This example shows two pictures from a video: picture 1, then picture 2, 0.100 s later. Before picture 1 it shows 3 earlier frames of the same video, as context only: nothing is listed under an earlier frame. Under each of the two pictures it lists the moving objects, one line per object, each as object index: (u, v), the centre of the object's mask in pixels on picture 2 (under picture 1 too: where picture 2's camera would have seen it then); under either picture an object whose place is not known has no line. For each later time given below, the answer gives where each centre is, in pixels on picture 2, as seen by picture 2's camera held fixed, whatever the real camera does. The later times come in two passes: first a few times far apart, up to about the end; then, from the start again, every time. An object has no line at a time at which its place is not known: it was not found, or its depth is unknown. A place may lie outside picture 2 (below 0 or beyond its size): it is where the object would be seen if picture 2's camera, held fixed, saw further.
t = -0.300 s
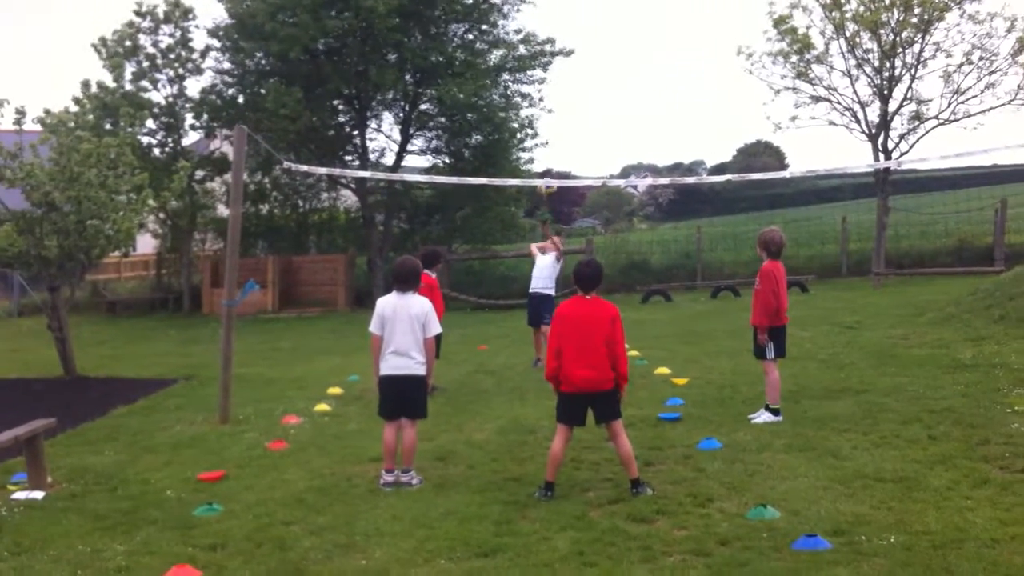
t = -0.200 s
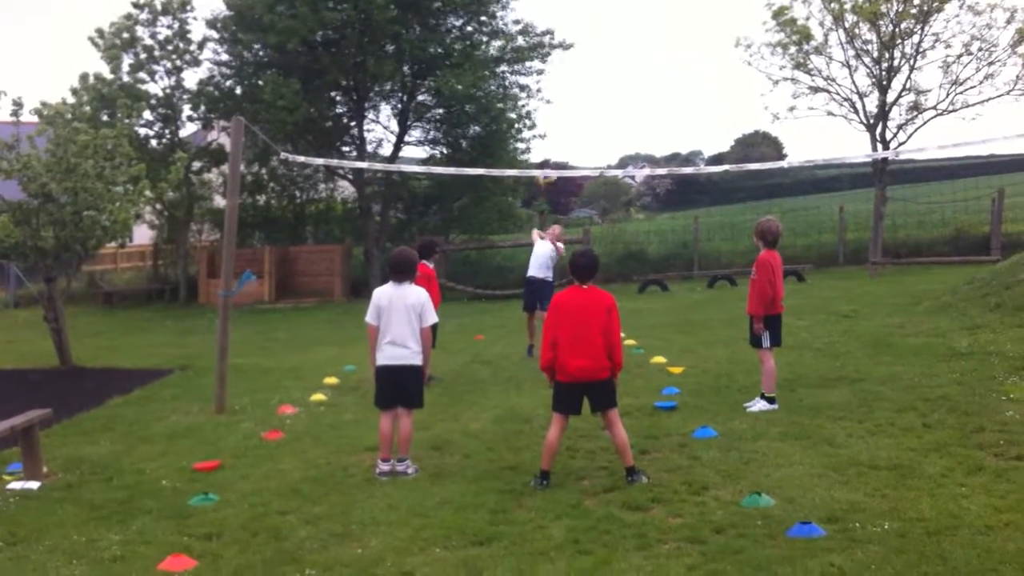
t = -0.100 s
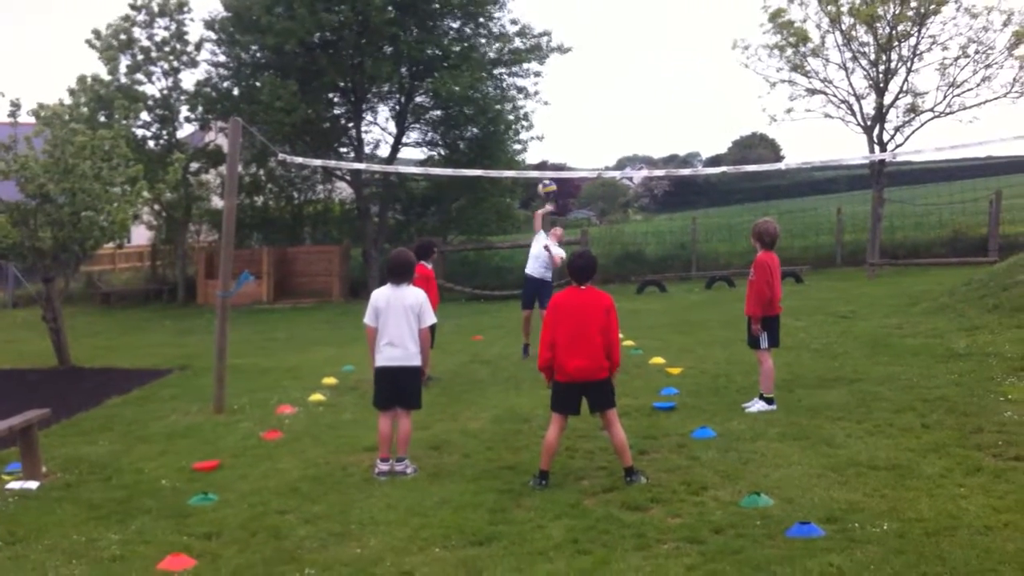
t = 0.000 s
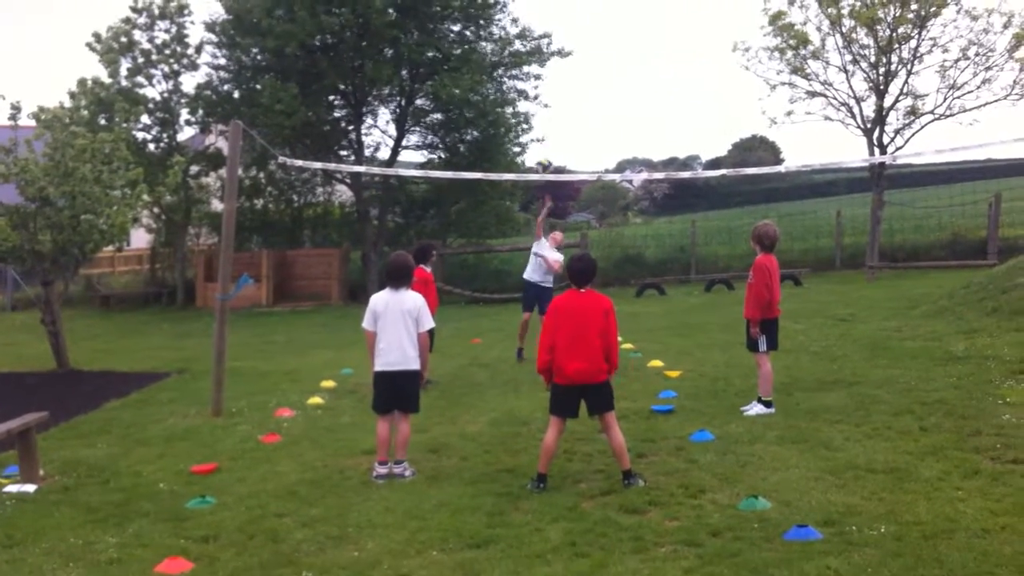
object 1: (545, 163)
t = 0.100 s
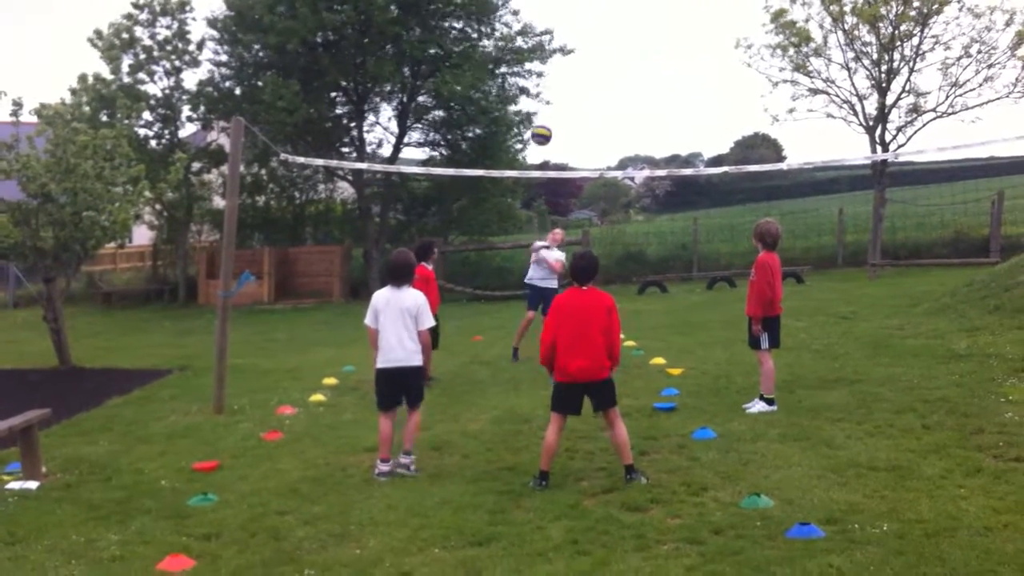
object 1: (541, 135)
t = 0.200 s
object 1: (536, 111)
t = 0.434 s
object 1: (525, 91)
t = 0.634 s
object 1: (505, 129)
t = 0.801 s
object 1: (476, 222)
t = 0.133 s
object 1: (539, 127)
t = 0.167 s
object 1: (537, 119)
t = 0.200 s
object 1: (536, 111)
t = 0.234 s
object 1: (534, 105)
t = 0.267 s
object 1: (533, 99)
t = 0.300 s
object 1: (531, 96)
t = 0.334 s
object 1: (530, 93)
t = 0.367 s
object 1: (528, 92)
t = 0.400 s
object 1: (527, 91)
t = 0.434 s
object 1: (525, 91)
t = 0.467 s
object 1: (523, 93)
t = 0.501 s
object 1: (518, 97)
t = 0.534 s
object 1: (517, 100)
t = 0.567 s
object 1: (513, 109)
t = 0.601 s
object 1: (509, 118)
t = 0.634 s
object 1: (505, 129)
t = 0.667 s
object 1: (499, 143)
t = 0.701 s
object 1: (494, 159)
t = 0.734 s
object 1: (488, 175)
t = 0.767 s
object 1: (482, 196)
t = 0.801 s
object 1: (476, 222)
